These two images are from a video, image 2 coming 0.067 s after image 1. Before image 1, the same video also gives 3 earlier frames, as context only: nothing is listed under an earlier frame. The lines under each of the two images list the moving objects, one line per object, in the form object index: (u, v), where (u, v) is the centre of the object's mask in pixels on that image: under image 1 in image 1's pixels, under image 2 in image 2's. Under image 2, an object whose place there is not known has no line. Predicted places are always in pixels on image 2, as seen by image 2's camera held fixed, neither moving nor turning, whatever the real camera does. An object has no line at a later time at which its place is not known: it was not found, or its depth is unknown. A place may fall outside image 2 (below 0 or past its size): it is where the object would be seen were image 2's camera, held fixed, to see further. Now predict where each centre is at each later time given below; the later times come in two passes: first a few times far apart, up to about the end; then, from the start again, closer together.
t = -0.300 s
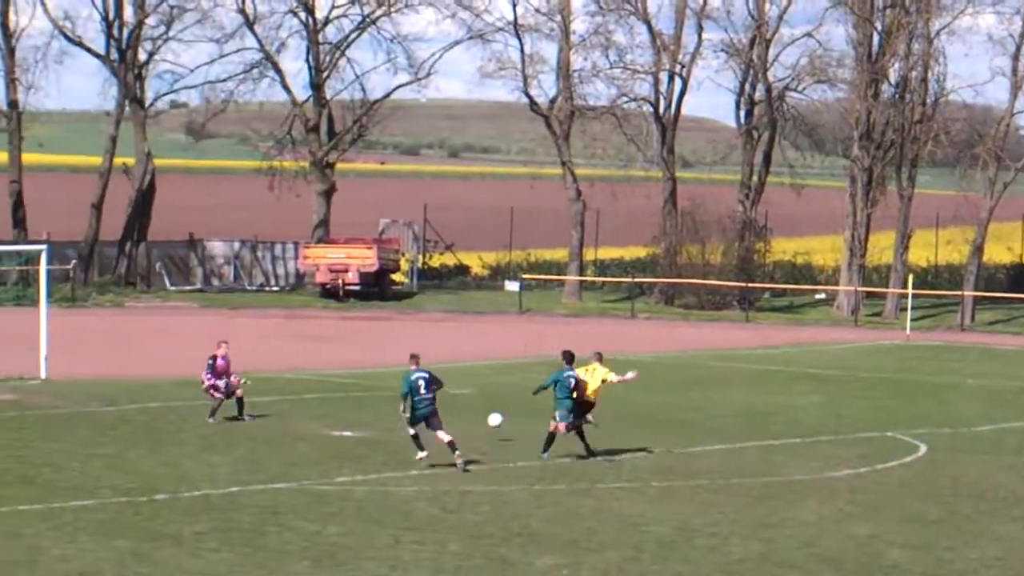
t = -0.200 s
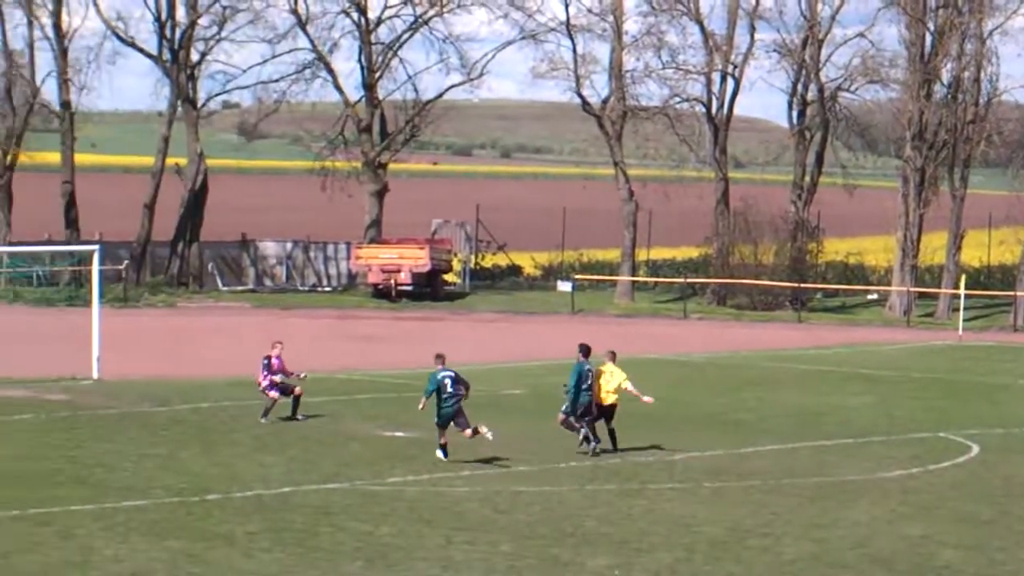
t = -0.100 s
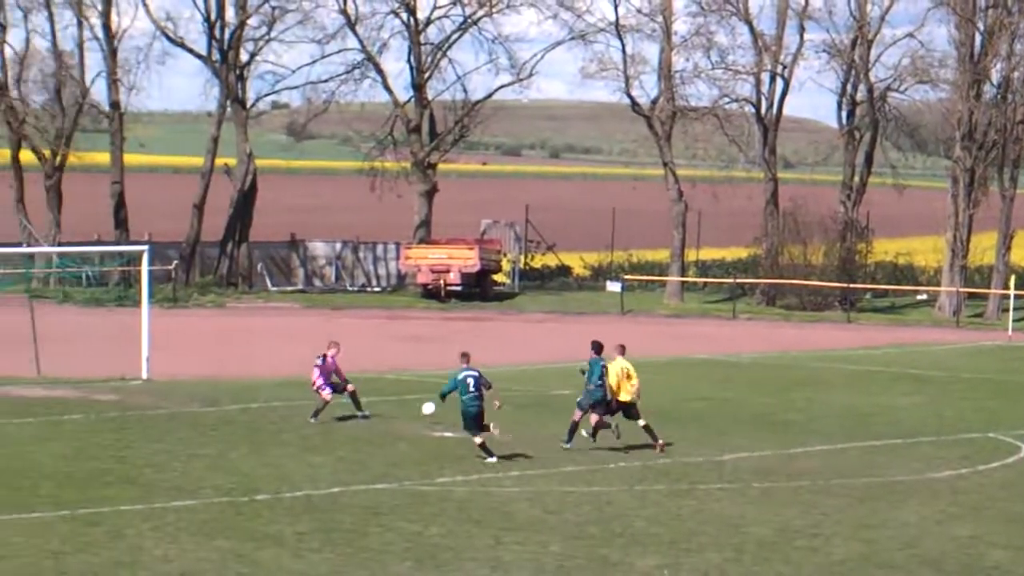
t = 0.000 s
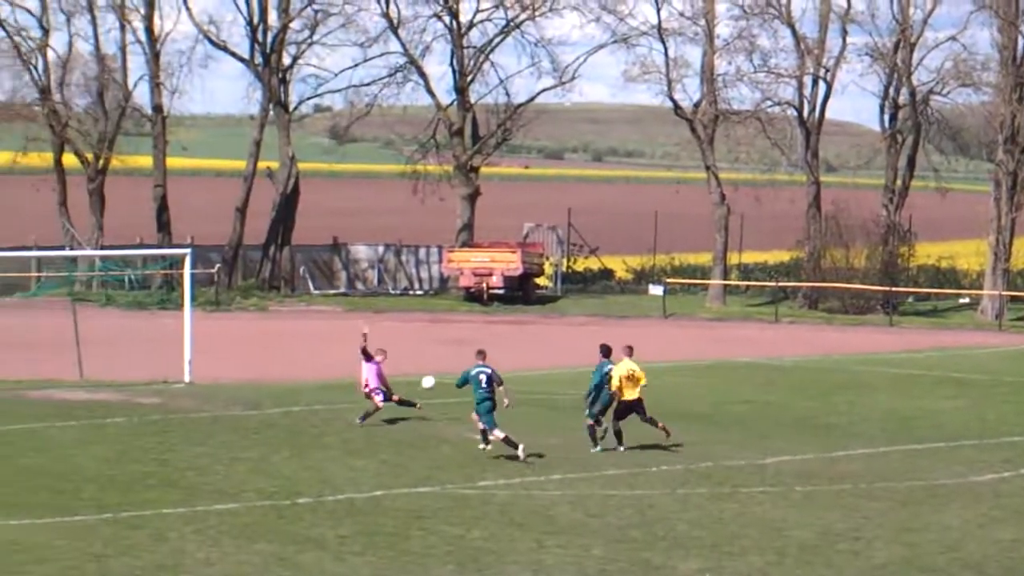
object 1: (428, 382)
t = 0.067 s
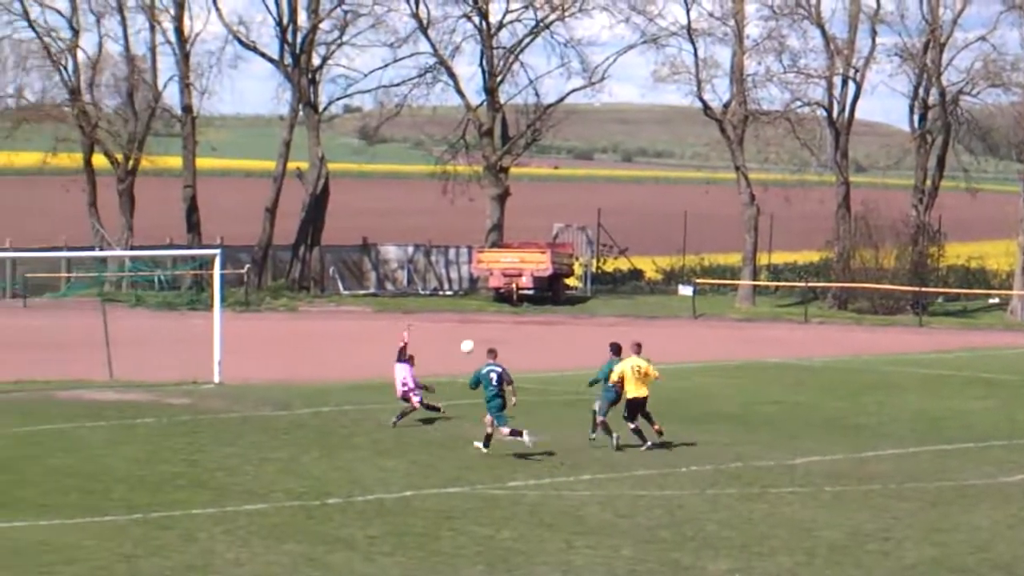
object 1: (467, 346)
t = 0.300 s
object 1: (496, 241)
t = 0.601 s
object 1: (527, 157)
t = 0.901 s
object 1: (550, 127)
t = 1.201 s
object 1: (569, 147)
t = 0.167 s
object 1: (480, 297)
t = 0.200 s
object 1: (484, 282)
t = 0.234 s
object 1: (488, 267)
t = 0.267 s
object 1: (492, 254)
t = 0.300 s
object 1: (496, 241)
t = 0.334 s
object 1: (500, 229)
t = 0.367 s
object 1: (504, 218)
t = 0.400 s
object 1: (508, 207)
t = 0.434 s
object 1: (511, 197)
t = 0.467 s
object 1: (515, 187)
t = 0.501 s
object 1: (518, 178)
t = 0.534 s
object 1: (521, 170)
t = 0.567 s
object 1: (525, 164)
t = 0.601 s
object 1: (527, 157)
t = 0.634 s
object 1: (530, 151)
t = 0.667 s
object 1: (533, 146)
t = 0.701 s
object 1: (535, 141)
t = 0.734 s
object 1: (538, 137)
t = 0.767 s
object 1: (541, 134)
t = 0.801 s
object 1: (543, 131)
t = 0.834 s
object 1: (546, 129)
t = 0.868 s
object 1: (548, 127)
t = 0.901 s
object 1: (550, 127)
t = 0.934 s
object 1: (553, 126)
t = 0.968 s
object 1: (556, 127)
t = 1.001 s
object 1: (558, 128)
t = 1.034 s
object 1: (560, 129)
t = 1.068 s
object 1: (562, 132)
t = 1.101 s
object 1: (563, 136)
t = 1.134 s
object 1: (565, 139)
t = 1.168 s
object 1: (567, 143)
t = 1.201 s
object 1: (569, 147)
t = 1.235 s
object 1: (571, 153)
